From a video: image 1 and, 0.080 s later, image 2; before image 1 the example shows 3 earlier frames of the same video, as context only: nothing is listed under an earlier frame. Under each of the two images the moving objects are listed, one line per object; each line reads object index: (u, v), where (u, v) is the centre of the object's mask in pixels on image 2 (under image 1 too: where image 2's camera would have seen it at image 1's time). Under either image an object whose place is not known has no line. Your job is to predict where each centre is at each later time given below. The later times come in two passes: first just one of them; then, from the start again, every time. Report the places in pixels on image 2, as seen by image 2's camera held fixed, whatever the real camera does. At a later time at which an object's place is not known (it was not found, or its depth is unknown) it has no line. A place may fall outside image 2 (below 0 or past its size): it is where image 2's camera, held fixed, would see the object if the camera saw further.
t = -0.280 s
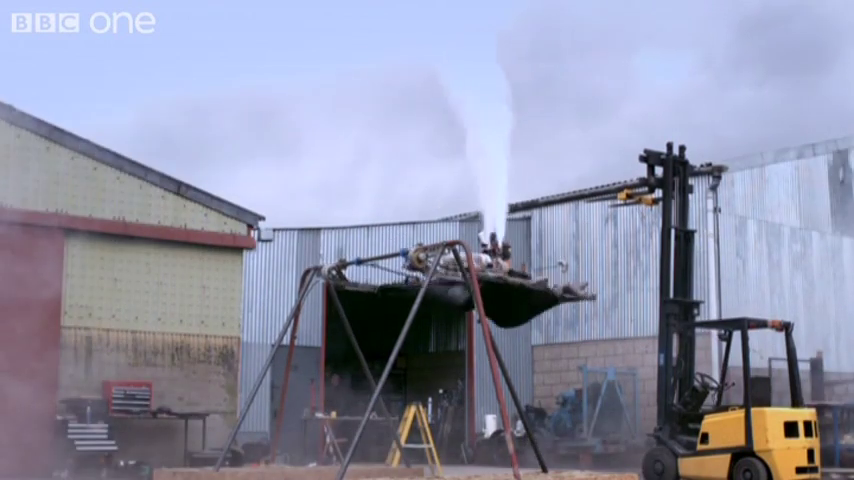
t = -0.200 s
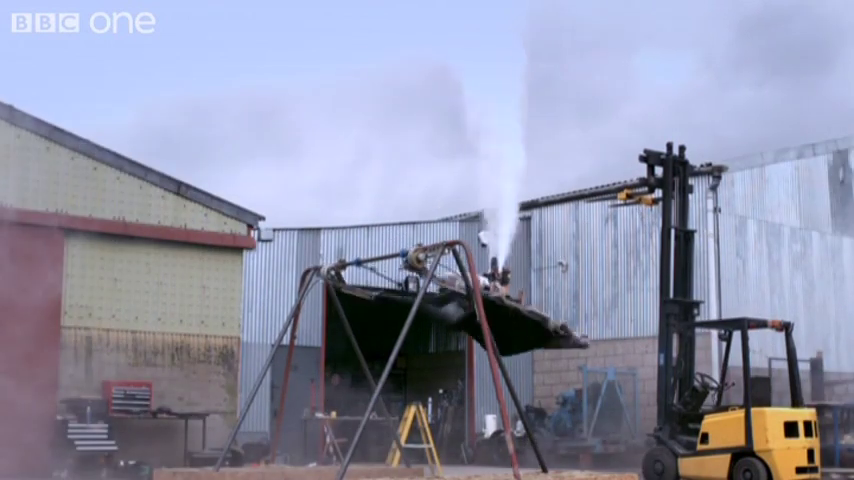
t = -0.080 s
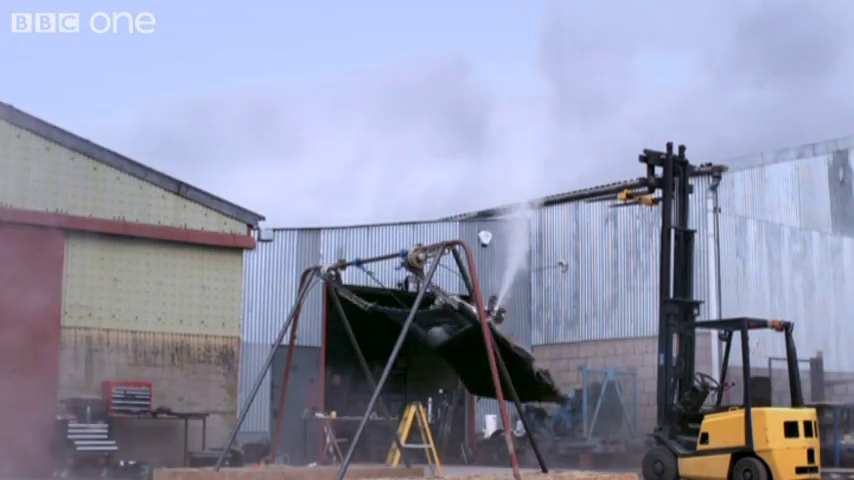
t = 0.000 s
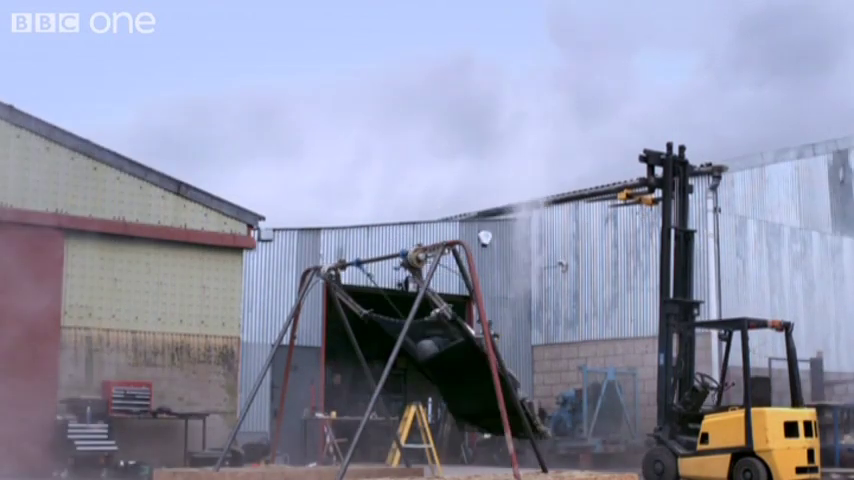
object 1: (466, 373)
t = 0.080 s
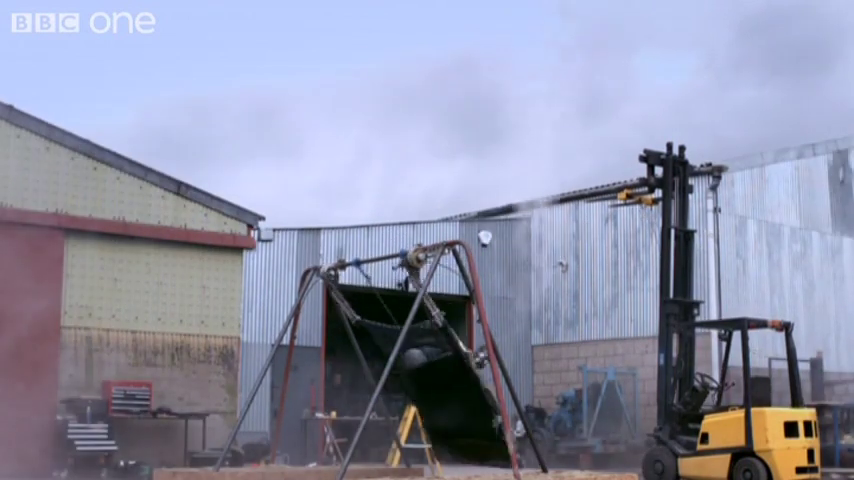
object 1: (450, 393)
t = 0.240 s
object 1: (403, 399)
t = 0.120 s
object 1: (441, 402)
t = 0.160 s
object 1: (423, 396)
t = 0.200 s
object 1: (423, 409)
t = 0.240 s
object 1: (403, 399)
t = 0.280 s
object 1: (394, 402)
